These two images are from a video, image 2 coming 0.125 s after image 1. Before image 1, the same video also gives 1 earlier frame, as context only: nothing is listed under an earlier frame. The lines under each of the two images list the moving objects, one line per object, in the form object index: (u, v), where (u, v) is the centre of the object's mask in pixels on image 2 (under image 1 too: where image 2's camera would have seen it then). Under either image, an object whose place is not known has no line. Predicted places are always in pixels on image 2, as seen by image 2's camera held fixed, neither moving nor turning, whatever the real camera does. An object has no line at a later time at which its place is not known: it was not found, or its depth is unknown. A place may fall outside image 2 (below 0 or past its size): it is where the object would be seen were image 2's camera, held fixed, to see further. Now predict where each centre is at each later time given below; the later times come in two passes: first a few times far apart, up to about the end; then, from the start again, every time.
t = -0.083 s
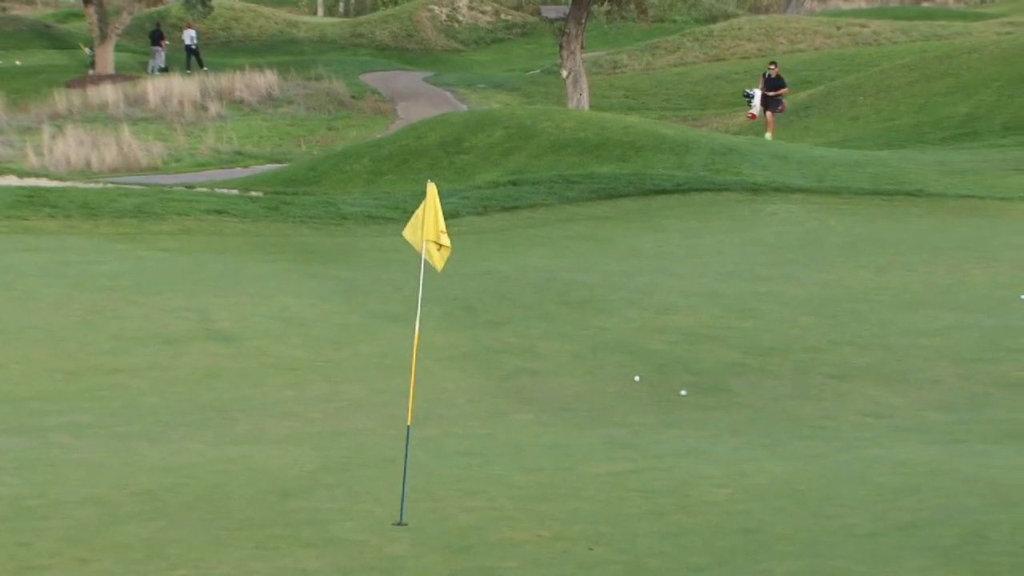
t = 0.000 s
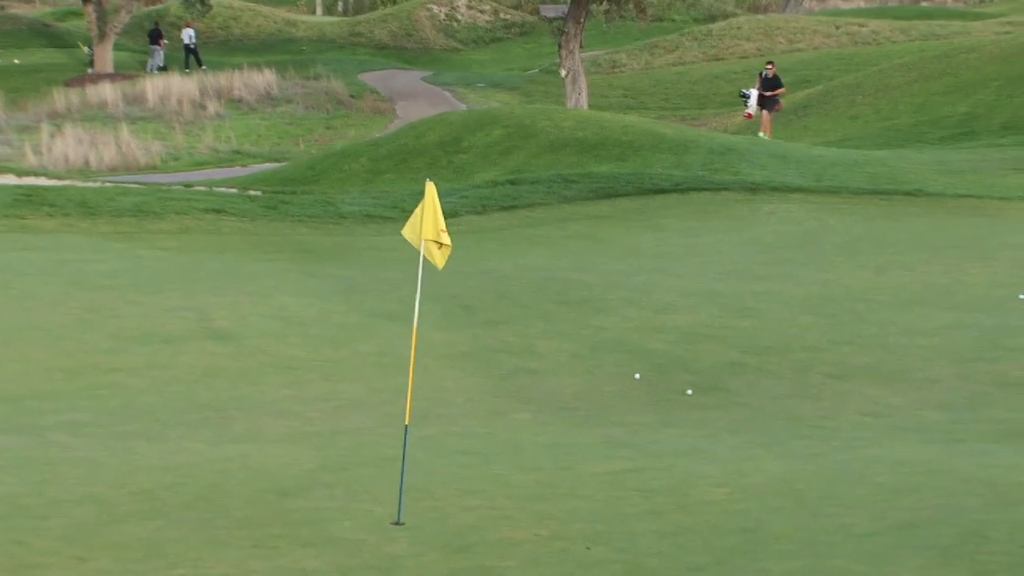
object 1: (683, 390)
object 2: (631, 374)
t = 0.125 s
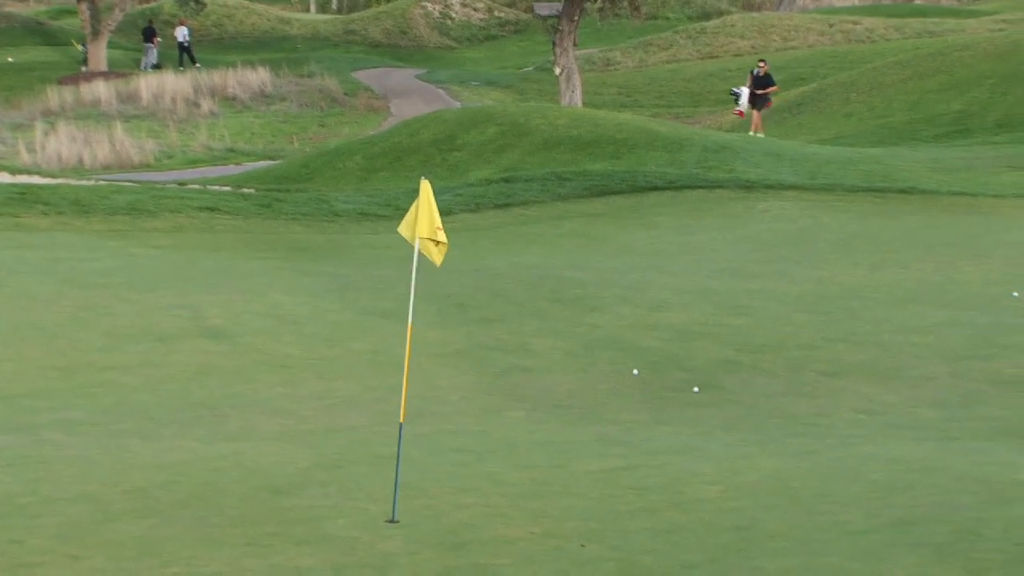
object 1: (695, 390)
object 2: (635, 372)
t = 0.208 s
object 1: (703, 390)
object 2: (638, 370)
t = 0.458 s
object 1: (728, 388)
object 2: (646, 366)
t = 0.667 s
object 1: (746, 389)
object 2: (653, 362)
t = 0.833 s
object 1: (761, 389)
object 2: (659, 360)
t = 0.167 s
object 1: (699, 390)
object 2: (637, 371)
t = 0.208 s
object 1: (703, 390)
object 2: (638, 370)
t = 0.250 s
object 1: (707, 389)
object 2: (639, 369)
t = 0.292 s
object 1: (712, 389)
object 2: (640, 369)
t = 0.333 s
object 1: (716, 389)
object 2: (642, 368)
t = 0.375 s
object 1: (720, 389)
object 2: (643, 367)
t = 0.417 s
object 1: (724, 389)
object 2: (645, 367)
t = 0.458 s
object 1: (728, 388)
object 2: (646, 366)
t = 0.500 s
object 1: (732, 388)
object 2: (648, 365)
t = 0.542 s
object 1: (736, 388)
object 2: (649, 365)
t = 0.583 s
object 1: (740, 388)
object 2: (651, 364)
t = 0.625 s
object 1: (743, 389)
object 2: (652, 363)
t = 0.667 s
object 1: (746, 389)
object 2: (653, 362)
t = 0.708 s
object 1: (750, 389)
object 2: (655, 361)
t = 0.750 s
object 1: (754, 388)
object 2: (657, 361)
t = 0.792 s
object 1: (757, 389)
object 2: (658, 361)
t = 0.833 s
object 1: (761, 389)
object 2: (659, 360)
